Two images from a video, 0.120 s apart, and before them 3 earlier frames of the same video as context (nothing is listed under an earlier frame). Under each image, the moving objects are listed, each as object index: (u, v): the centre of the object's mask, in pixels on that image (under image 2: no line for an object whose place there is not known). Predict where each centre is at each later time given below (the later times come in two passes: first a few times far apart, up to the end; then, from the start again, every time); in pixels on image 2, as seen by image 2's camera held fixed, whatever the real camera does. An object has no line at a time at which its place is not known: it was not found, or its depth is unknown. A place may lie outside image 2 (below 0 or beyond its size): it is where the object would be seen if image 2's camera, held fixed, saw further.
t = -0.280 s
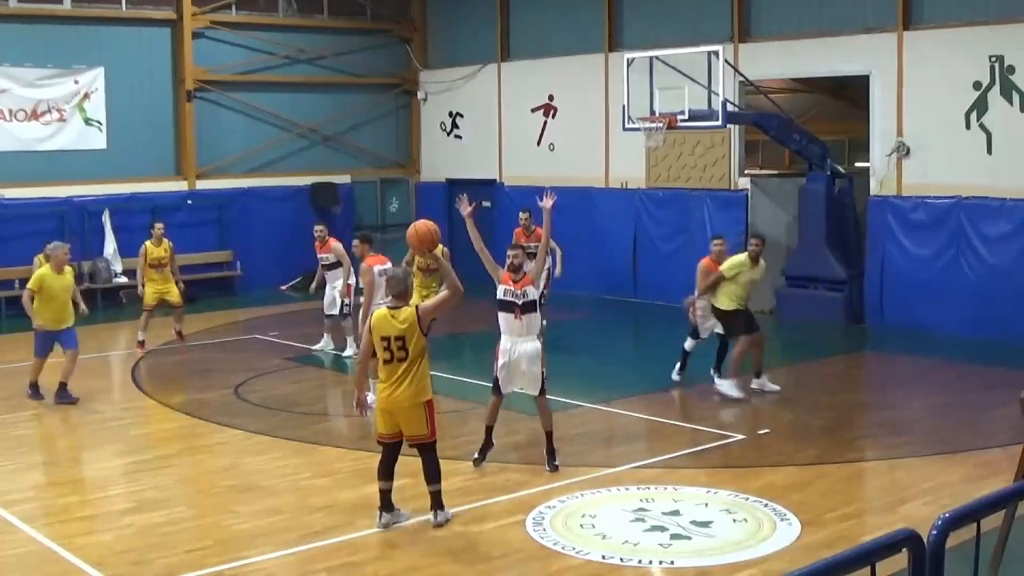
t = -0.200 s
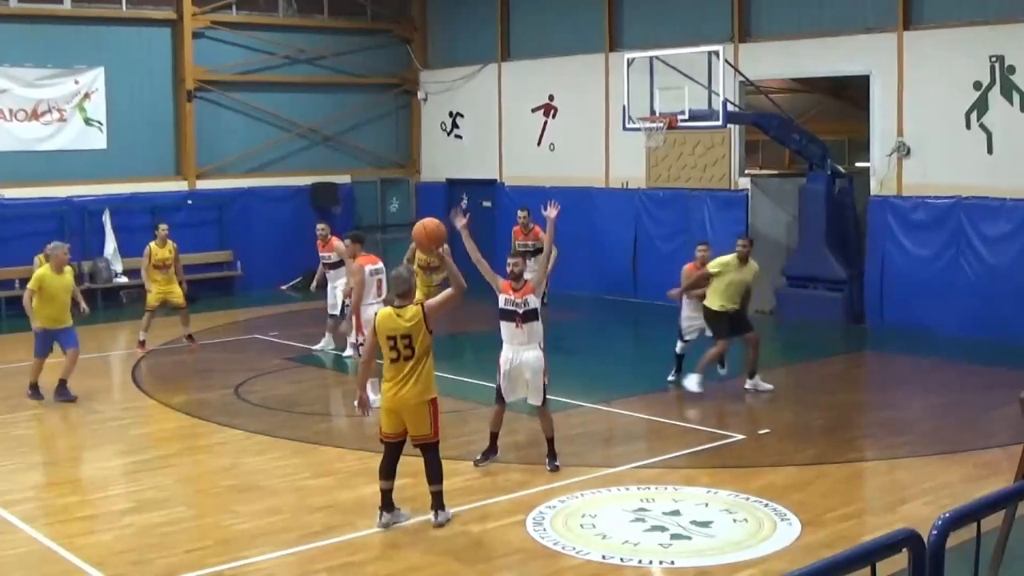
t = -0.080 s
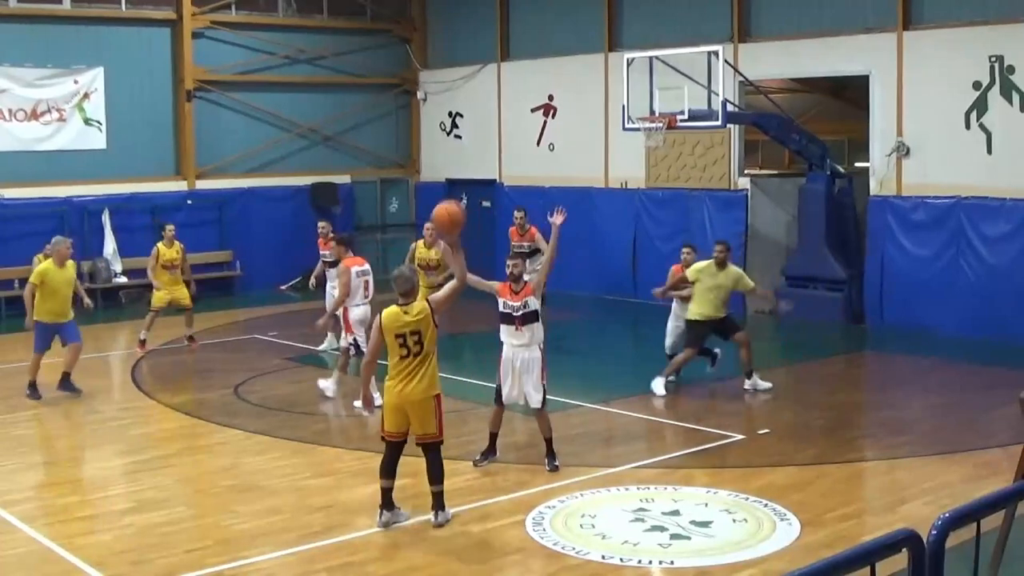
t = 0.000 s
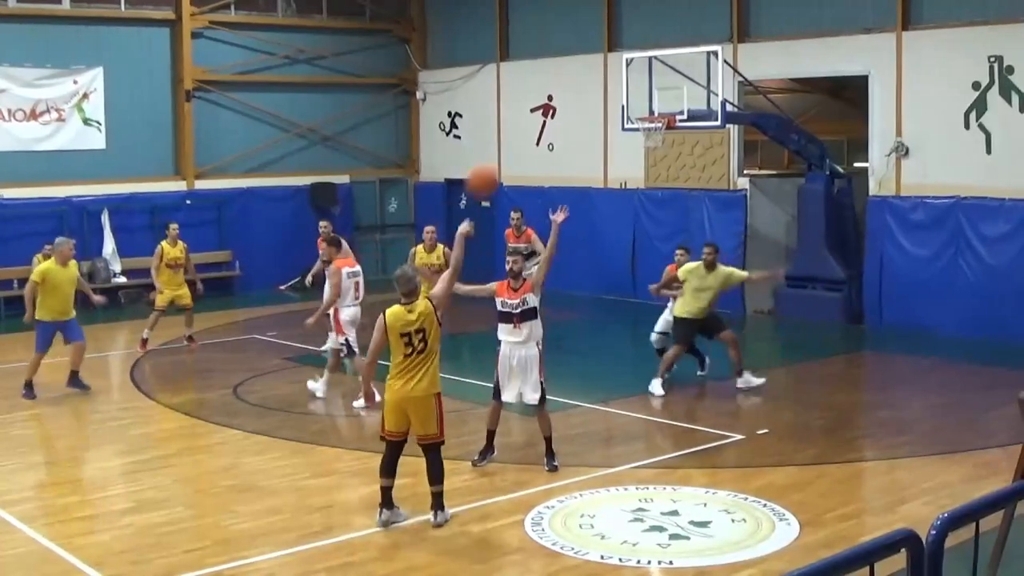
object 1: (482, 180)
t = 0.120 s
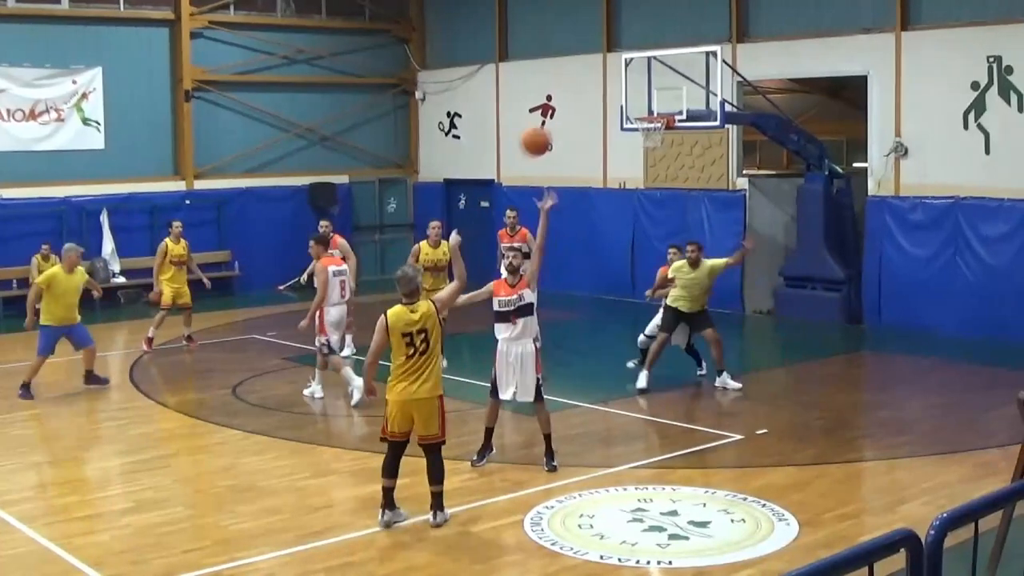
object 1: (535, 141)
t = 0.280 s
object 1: (597, 123)
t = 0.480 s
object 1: (660, 142)
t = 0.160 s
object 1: (552, 133)
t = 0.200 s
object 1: (568, 128)
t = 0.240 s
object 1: (583, 124)
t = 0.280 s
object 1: (597, 123)
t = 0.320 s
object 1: (610, 124)
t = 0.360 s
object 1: (624, 126)
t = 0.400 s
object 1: (637, 130)
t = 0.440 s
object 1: (648, 136)
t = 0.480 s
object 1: (660, 142)
